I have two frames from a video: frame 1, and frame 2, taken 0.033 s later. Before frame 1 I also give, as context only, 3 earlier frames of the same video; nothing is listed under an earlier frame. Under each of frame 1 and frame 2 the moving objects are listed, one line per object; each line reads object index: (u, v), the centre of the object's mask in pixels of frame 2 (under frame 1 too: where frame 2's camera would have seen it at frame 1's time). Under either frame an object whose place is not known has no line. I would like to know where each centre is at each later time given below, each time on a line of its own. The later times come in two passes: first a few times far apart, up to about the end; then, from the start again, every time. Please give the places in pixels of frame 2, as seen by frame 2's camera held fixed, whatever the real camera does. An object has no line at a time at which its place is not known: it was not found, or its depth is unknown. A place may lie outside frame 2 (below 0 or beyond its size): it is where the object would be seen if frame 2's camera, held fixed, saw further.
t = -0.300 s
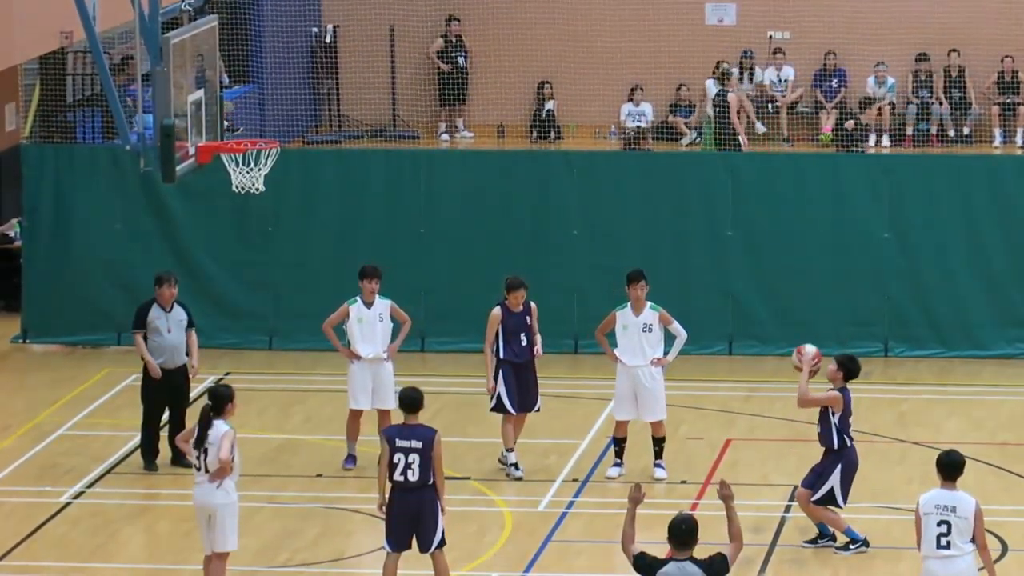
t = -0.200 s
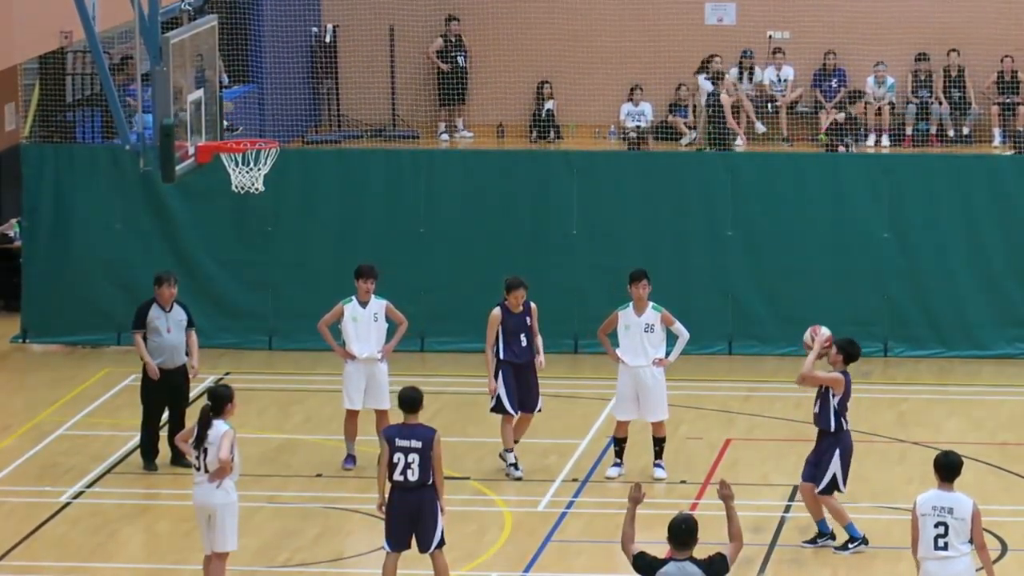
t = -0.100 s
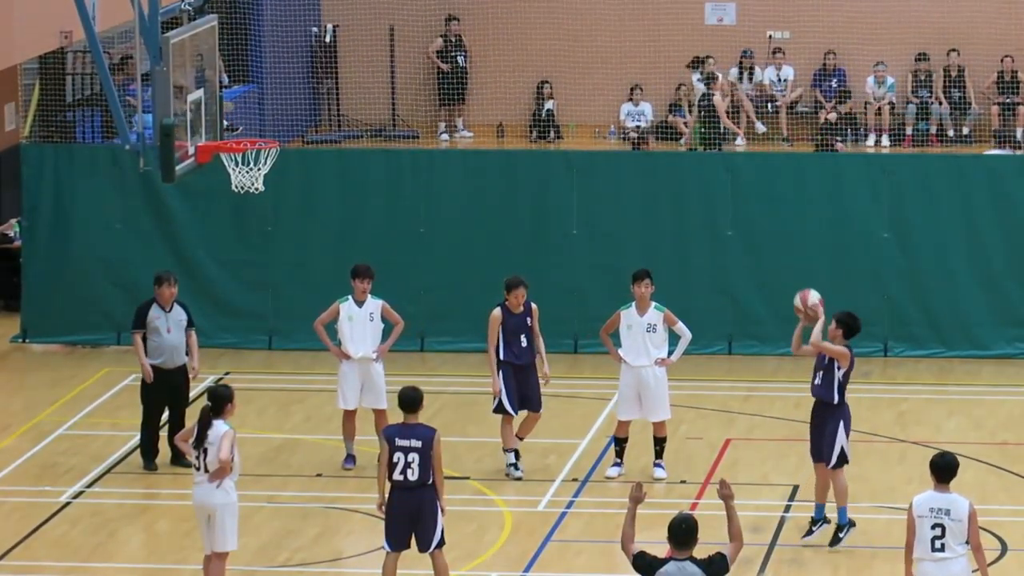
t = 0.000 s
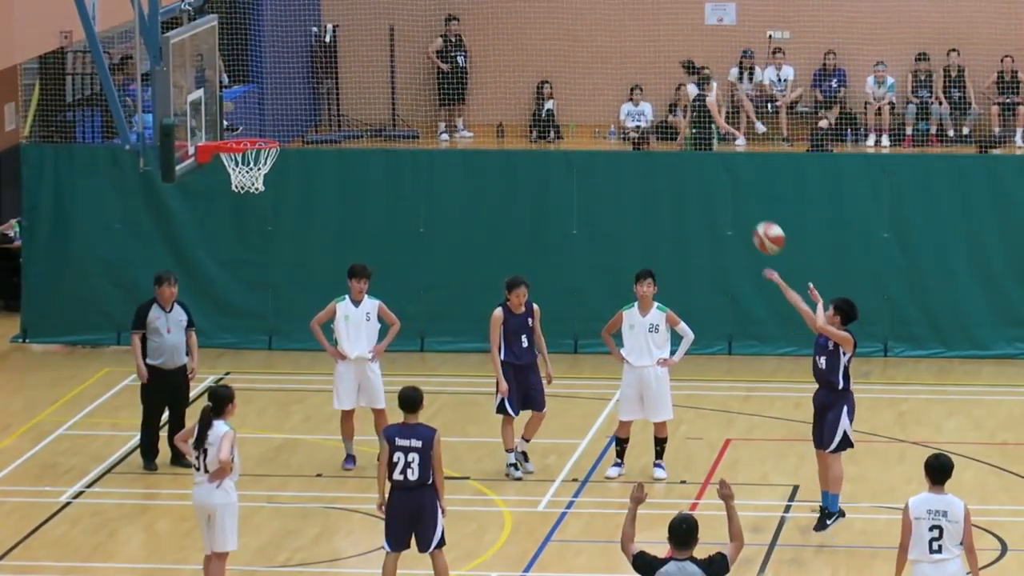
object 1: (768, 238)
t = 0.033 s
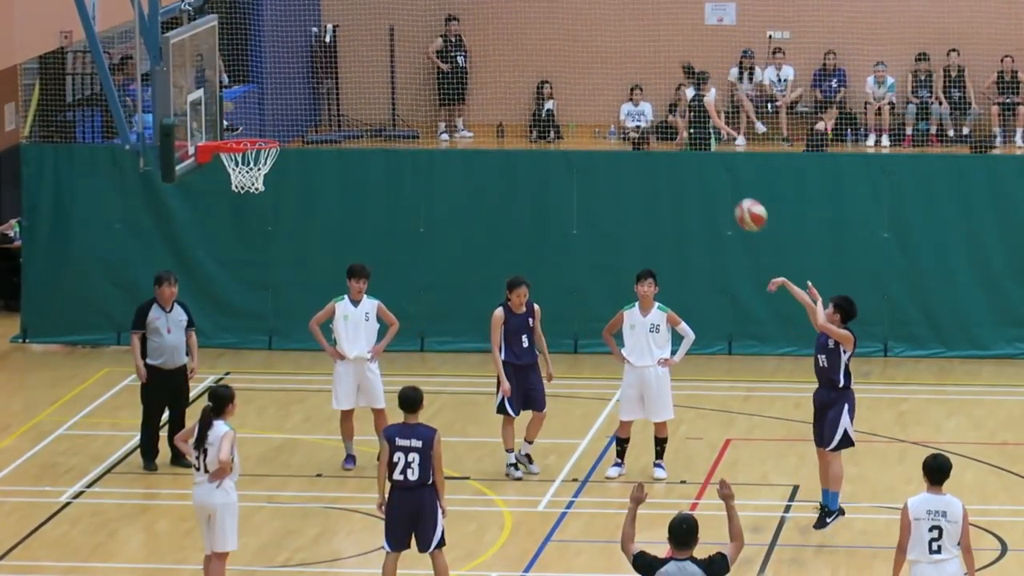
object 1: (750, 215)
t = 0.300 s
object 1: (605, 80)
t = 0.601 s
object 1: (447, 40)
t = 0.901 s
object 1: (291, 111)
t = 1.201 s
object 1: (247, 207)
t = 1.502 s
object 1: (280, 386)
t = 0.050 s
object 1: (741, 204)
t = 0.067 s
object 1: (732, 193)
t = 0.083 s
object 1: (724, 183)
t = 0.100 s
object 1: (715, 173)
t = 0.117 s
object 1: (705, 164)
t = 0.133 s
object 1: (696, 155)
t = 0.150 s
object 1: (688, 146)
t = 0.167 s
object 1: (678, 137)
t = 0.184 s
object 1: (668, 130)
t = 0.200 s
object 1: (661, 122)
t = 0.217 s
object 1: (651, 114)
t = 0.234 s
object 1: (641, 106)
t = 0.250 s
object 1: (632, 99)
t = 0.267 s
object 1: (623, 92)
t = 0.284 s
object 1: (613, 86)
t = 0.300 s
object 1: (605, 80)
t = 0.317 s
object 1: (596, 74)
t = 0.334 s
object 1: (587, 69)
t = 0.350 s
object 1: (579, 64)
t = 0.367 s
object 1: (570, 60)
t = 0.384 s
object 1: (562, 56)
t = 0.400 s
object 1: (554, 53)
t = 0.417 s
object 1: (544, 50)
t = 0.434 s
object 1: (536, 48)
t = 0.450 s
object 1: (527, 46)
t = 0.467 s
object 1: (518, 43)
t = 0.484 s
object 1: (509, 42)
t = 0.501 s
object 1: (500, 41)
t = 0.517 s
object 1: (492, 40)
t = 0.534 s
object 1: (484, 38)
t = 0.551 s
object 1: (474, 38)
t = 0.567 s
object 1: (464, 39)
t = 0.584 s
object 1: (456, 39)
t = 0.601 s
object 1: (447, 40)
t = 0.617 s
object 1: (438, 41)
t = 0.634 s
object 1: (430, 43)
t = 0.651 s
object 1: (421, 44)
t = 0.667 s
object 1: (411, 46)
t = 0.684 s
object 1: (403, 49)
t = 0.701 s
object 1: (394, 51)
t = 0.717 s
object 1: (385, 54)
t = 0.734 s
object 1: (376, 58)
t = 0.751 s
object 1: (367, 62)
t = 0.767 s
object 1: (358, 66)
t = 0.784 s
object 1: (350, 70)
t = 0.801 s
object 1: (342, 75)
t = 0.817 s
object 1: (333, 80)
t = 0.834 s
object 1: (325, 86)
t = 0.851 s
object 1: (317, 92)
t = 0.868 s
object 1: (309, 98)
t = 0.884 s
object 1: (300, 104)
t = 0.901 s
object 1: (291, 111)
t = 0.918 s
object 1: (283, 119)
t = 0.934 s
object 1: (275, 126)
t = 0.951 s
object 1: (268, 131)
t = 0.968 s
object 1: (260, 133)
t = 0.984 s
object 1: (253, 135)
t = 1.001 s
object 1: (245, 138)
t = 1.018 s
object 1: (238, 140)
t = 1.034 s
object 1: (232, 154)
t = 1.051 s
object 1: (232, 161)
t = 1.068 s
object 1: (233, 162)
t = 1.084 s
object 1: (235, 165)
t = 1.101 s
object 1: (238, 170)
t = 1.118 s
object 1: (239, 178)
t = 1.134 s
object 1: (240, 183)
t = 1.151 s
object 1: (242, 188)
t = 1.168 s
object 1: (243, 194)
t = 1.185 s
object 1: (245, 202)
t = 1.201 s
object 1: (247, 207)
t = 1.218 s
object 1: (249, 214)
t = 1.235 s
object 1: (251, 222)
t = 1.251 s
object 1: (252, 229)
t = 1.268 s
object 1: (254, 237)
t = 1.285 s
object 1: (256, 245)
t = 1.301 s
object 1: (258, 254)
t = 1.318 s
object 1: (259, 263)
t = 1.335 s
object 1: (261, 273)
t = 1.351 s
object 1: (263, 282)
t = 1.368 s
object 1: (265, 293)
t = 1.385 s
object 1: (267, 303)
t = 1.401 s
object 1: (269, 314)
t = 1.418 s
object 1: (271, 325)
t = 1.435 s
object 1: (273, 335)
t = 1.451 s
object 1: (275, 348)
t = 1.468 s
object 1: (276, 360)
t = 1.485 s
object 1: (278, 372)
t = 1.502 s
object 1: (280, 386)
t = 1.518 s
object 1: (282, 400)
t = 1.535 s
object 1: (283, 413)
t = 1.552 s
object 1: (284, 427)
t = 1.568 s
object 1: (287, 441)
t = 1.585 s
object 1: (289, 455)
